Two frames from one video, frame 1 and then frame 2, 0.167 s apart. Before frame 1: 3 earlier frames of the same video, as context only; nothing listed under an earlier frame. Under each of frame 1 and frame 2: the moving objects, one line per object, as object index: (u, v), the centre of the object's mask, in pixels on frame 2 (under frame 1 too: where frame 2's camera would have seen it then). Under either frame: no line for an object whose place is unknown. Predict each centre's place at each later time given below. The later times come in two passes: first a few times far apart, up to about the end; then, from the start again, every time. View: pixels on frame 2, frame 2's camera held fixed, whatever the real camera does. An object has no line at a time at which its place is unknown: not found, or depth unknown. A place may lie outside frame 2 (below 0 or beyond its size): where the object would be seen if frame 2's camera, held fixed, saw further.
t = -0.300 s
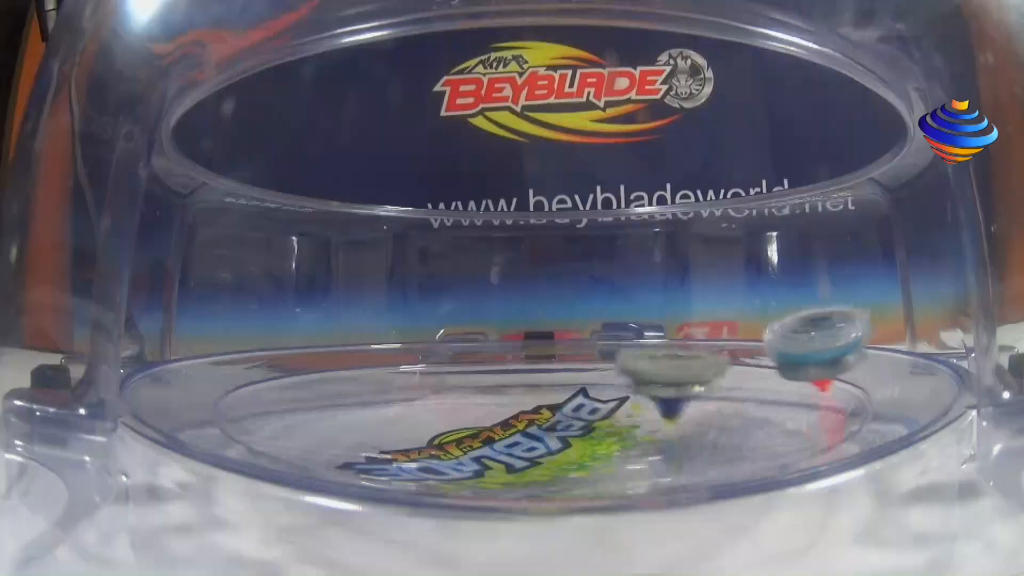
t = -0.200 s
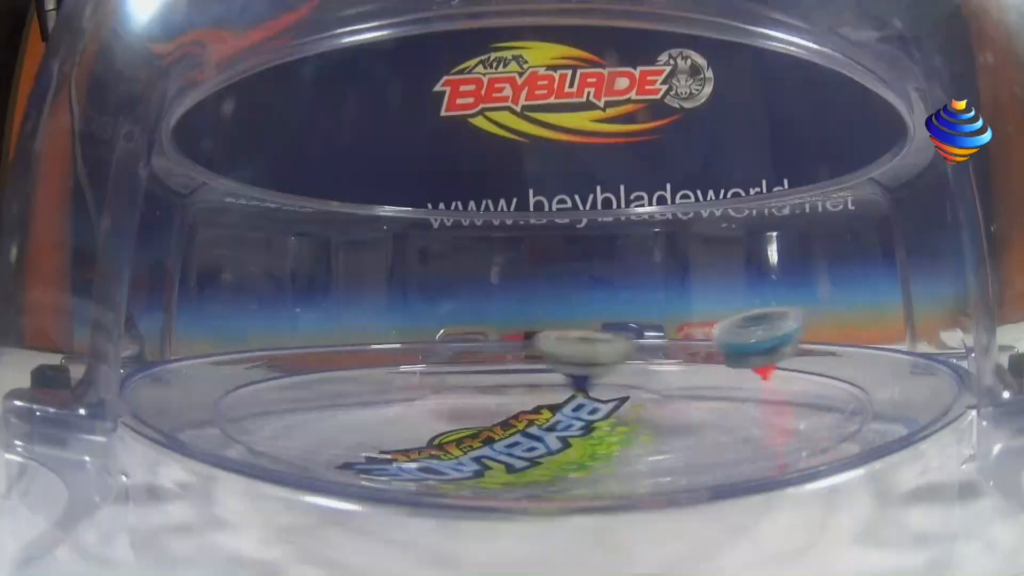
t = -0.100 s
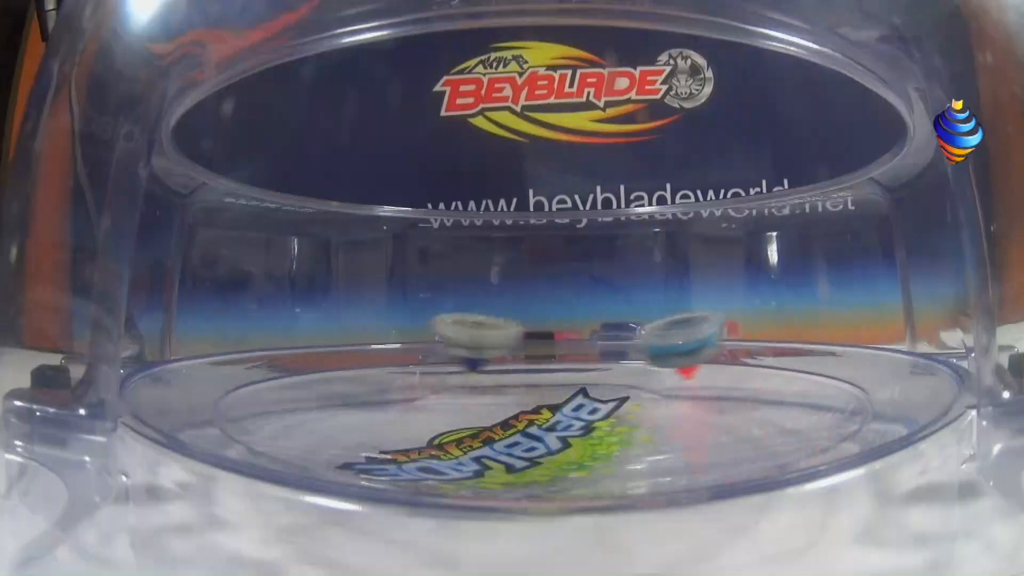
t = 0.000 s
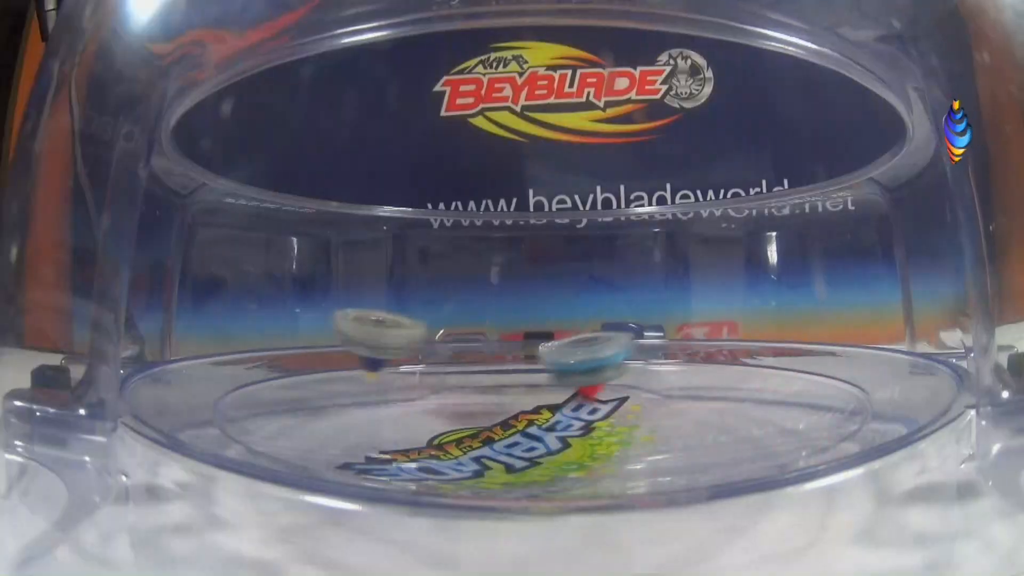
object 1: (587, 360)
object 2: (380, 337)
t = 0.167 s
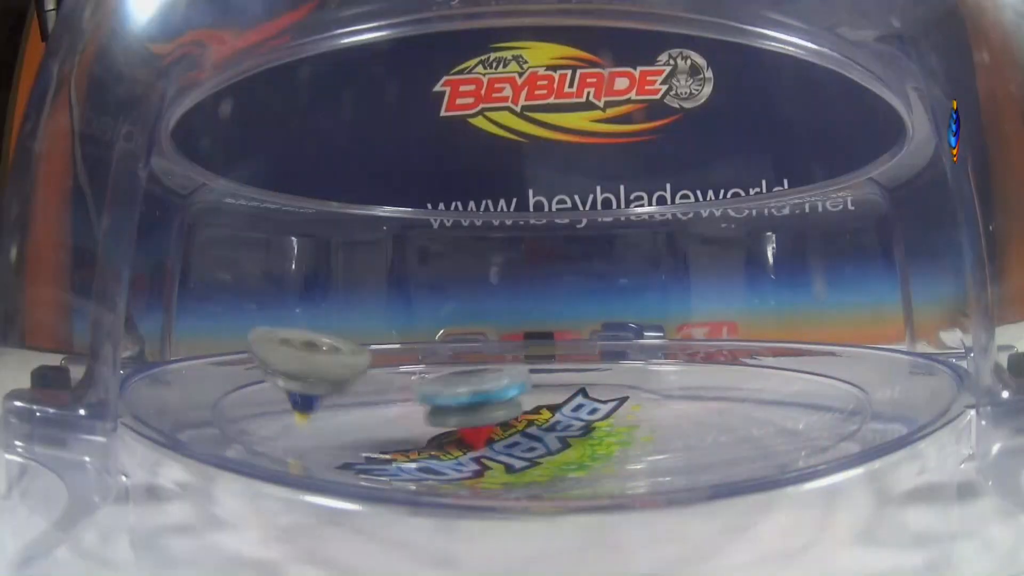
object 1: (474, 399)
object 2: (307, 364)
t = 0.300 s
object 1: (639, 416)
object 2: (313, 389)
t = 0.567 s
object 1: (789, 371)
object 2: (627, 398)
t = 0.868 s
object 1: (563, 404)
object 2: (483, 342)
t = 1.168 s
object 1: (513, 420)
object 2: (406, 384)
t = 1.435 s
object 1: (794, 381)
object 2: (678, 351)
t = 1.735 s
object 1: (596, 417)
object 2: (585, 338)
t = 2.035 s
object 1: (344, 394)
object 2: (638, 369)
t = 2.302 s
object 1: (383, 407)
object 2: (754, 361)
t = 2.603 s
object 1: (544, 377)
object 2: (637, 403)
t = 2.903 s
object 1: (464, 337)
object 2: (624, 411)
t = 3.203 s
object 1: (553, 368)
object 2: (400, 393)
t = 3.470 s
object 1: (673, 346)
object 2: (263, 359)
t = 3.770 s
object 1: (585, 420)
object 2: (271, 364)
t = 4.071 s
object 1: (704, 406)
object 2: (457, 369)
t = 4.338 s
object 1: (700, 343)
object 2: (628, 369)
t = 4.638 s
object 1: (612, 361)
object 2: (786, 361)
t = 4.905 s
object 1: (557, 412)
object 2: (797, 379)
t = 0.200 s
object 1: (461, 403)
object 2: (326, 377)
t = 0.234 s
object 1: (518, 417)
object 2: (308, 379)
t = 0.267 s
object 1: (579, 420)
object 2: (303, 382)
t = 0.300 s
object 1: (639, 416)
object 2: (313, 389)
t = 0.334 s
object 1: (695, 408)
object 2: (339, 396)
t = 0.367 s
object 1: (750, 397)
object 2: (388, 404)
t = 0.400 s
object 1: (800, 383)
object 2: (445, 412)
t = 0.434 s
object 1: (843, 369)
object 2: (507, 416)
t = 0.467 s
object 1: (838, 370)
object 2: (558, 420)
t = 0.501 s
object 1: (821, 367)
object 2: (595, 419)
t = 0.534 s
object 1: (806, 374)
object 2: (618, 407)
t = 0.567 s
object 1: (789, 371)
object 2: (627, 398)
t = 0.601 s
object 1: (772, 372)
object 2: (626, 390)
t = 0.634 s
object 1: (757, 383)
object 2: (619, 382)
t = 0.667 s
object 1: (737, 386)
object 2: (608, 374)
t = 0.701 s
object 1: (712, 390)
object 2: (593, 367)
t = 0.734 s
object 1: (685, 395)
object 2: (574, 361)
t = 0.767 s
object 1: (653, 390)
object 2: (554, 354)
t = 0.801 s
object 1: (622, 395)
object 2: (531, 348)
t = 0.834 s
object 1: (593, 399)
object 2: (507, 345)
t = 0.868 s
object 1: (563, 404)
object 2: (483, 342)
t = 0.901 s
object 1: (537, 408)
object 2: (461, 341)
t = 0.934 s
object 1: (512, 411)
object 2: (439, 341)
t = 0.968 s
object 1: (489, 414)
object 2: (423, 343)
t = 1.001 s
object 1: (472, 414)
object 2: (410, 346)
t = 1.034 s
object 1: (459, 416)
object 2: (402, 349)
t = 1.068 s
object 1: (456, 417)
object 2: (398, 352)
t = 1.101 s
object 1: (462, 419)
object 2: (399, 358)
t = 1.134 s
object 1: (482, 418)
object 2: (399, 365)
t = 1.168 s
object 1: (513, 420)
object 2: (406, 384)
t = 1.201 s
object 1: (561, 415)
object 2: (443, 399)
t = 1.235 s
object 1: (614, 413)
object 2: (487, 406)
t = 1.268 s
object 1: (658, 409)
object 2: (538, 410)
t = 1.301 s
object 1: (688, 406)
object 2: (578, 409)
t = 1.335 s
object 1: (707, 408)
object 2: (615, 400)
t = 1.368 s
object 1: (743, 401)
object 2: (647, 377)
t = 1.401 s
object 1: (771, 391)
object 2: (665, 362)
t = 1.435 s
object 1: (794, 381)
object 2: (678, 351)
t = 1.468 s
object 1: (784, 387)
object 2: (677, 341)
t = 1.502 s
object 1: (768, 392)
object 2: (672, 333)
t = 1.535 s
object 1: (750, 397)
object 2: (662, 324)
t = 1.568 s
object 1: (732, 401)
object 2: (647, 329)
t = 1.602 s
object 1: (711, 405)
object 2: (629, 330)
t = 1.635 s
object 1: (684, 409)
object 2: (614, 332)
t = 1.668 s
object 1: (656, 411)
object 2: (601, 334)
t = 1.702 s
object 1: (626, 415)
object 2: (592, 337)
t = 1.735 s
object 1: (596, 417)
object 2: (585, 338)
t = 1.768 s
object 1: (561, 414)
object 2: (584, 340)
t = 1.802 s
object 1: (529, 412)
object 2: (586, 341)
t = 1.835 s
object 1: (498, 413)
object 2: (588, 343)
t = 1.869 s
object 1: (469, 410)
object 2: (590, 346)
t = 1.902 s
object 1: (443, 408)
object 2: (594, 351)
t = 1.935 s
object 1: (411, 401)
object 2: (600, 355)
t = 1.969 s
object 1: (388, 396)
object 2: (609, 360)
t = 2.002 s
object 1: (365, 394)
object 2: (621, 365)
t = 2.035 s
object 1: (344, 394)
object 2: (638, 369)
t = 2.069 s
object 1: (324, 391)
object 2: (659, 371)
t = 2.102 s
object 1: (306, 388)
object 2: (680, 372)
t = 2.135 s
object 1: (292, 386)
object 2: (702, 370)
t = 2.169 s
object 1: (286, 386)
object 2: (723, 368)
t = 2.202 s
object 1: (293, 388)
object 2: (740, 364)
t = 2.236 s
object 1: (314, 394)
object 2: (749, 361)
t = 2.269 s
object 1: (345, 400)
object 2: (753, 361)
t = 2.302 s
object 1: (383, 407)
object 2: (754, 361)
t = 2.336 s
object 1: (427, 413)
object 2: (751, 362)
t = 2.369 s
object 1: (465, 415)
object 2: (746, 364)
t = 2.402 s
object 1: (495, 414)
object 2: (734, 369)
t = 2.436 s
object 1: (519, 411)
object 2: (721, 375)
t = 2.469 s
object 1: (535, 405)
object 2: (706, 380)
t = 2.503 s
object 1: (544, 399)
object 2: (688, 387)
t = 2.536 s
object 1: (549, 393)
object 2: (669, 394)
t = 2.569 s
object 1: (549, 386)
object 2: (653, 399)
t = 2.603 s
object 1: (544, 377)
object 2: (637, 403)
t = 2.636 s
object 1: (541, 370)
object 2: (625, 408)
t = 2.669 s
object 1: (536, 364)
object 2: (616, 412)
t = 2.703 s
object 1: (528, 359)
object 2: (613, 411)
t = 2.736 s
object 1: (520, 355)
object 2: (612, 411)
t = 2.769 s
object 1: (511, 350)
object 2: (615, 411)
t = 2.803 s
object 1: (501, 345)
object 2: (618, 411)
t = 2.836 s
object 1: (490, 342)
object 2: (622, 411)
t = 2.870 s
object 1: (479, 339)
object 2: (623, 411)
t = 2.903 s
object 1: (464, 337)
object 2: (624, 411)
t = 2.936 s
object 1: (451, 338)
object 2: (617, 410)
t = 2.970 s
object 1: (440, 340)
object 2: (609, 412)
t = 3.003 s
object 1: (436, 345)
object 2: (595, 412)
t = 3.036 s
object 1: (438, 351)
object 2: (576, 416)
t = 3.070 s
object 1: (445, 359)
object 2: (552, 410)
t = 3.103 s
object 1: (455, 363)
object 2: (526, 409)
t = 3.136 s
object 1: (470, 364)
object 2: (500, 407)
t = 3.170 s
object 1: (514, 367)
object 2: (454, 405)
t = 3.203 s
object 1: (553, 368)
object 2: (400, 393)
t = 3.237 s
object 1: (591, 359)
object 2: (342, 390)
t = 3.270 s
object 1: (620, 351)
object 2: (294, 379)
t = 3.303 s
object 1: (643, 342)
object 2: (269, 370)
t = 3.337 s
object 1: (660, 335)
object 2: (268, 358)
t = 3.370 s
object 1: (671, 330)
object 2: (275, 358)
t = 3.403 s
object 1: (673, 335)
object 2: (275, 359)
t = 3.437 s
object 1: (674, 340)
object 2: (272, 360)
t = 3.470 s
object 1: (673, 346)
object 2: (263, 359)
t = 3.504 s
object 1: (670, 354)
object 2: (252, 361)
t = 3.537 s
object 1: (665, 363)
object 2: (241, 356)
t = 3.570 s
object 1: (658, 372)
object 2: (231, 359)
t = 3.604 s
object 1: (650, 383)
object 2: (224, 357)
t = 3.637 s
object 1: (639, 391)
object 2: (222, 355)
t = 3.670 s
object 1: (625, 403)
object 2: (225, 354)
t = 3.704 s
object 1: (610, 411)
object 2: (236, 356)
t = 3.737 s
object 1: (596, 417)
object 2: (254, 363)
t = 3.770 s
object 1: (585, 420)
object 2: (271, 364)
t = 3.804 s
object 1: (578, 420)
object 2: (288, 363)
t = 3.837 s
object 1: (574, 422)
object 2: (305, 365)
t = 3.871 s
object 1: (578, 422)
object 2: (326, 366)
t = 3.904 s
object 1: (589, 421)
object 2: (345, 366)
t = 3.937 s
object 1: (607, 420)
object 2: (369, 367)
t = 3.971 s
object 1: (633, 418)
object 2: (390, 369)
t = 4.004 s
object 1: (659, 416)
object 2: (411, 368)
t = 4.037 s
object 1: (682, 412)
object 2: (435, 369)
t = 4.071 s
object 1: (704, 406)
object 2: (457, 369)
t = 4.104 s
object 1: (719, 399)
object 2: (479, 369)
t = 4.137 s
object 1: (728, 390)
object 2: (501, 371)
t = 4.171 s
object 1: (731, 381)
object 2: (524, 370)
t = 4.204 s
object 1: (729, 372)
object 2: (545, 372)
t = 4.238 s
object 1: (723, 364)
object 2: (565, 371)
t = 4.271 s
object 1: (714, 356)
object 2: (587, 373)
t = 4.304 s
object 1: (706, 349)
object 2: (609, 370)
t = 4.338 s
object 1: (700, 343)
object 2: (628, 369)
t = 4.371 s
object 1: (693, 331)
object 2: (649, 368)
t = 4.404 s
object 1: (675, 320)
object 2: (669, 368)
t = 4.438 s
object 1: (655, 325)
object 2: (688, 366)
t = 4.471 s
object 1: (649, 332)
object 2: (707, 365)
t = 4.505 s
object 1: (646, 340)
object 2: (726, 364)
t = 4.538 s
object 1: (638, 344)
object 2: (740, 364)
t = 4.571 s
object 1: (630, 350)
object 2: (759, 361)
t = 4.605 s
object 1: (621, 354)
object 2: (772, 361)
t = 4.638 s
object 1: (612, 361)
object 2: (786, 361)
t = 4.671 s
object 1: (606, 367)
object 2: (798, 360)
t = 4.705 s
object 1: (597, 376)
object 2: (807, 361)
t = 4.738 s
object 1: (591, 384)
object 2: (814, 363)
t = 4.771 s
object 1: (587, 392)
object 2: (818, 366)
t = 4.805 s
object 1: (581, 399)
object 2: (819, 368)
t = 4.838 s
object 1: (575, 404)
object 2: (816, 371)
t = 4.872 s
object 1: (567, 408)
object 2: (810, 373)
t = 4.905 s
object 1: (557, 412)
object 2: (797, 379)
